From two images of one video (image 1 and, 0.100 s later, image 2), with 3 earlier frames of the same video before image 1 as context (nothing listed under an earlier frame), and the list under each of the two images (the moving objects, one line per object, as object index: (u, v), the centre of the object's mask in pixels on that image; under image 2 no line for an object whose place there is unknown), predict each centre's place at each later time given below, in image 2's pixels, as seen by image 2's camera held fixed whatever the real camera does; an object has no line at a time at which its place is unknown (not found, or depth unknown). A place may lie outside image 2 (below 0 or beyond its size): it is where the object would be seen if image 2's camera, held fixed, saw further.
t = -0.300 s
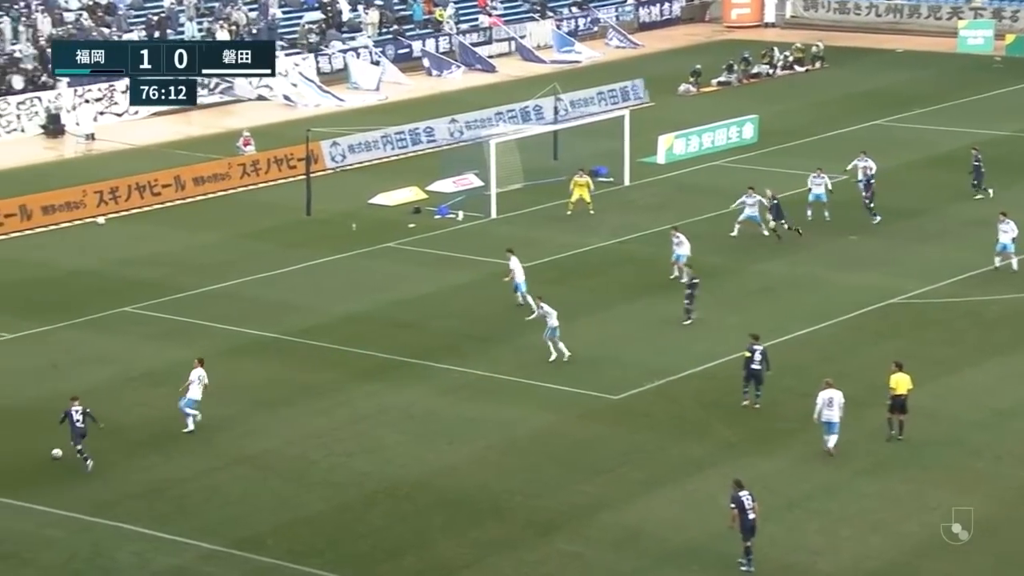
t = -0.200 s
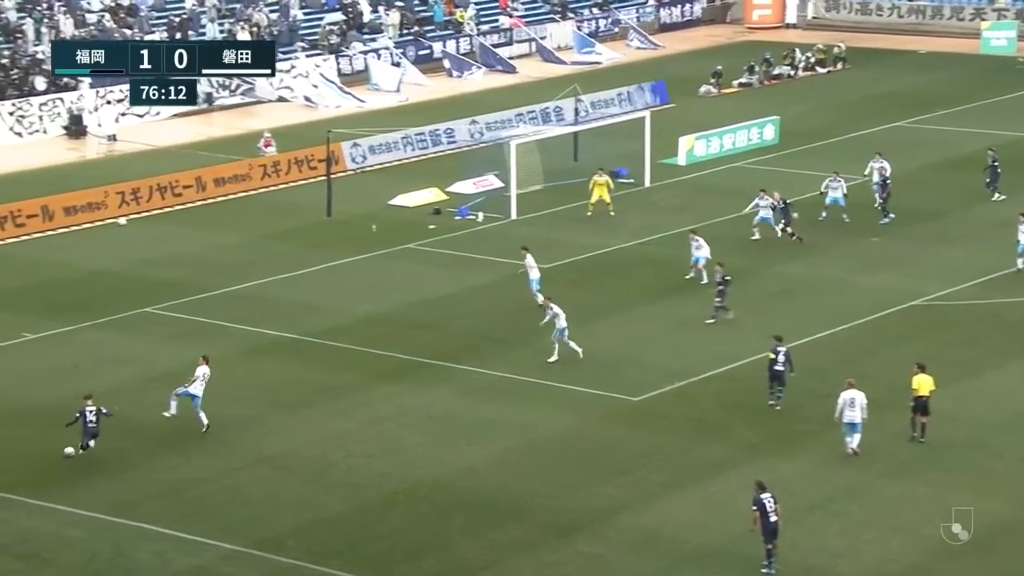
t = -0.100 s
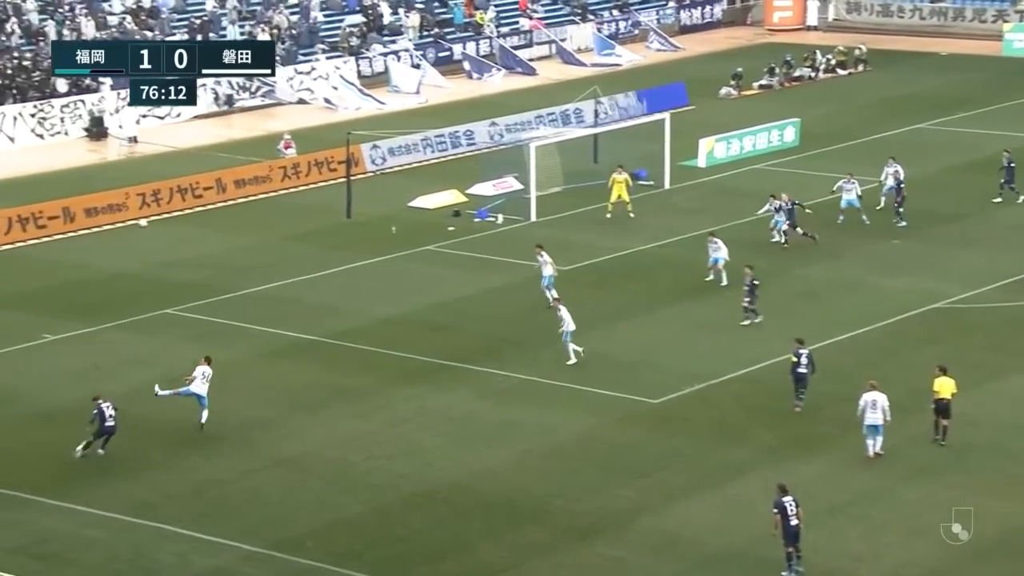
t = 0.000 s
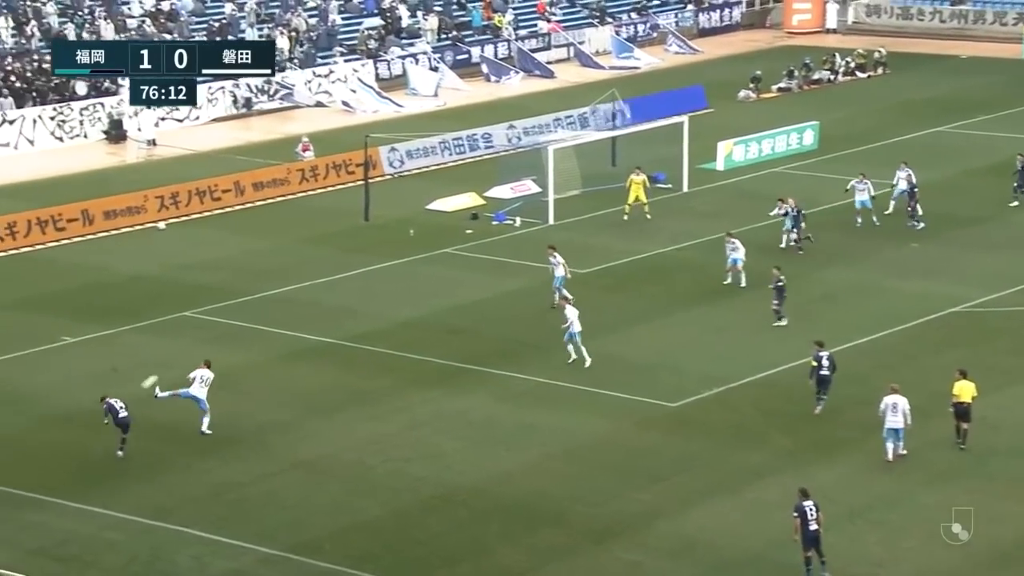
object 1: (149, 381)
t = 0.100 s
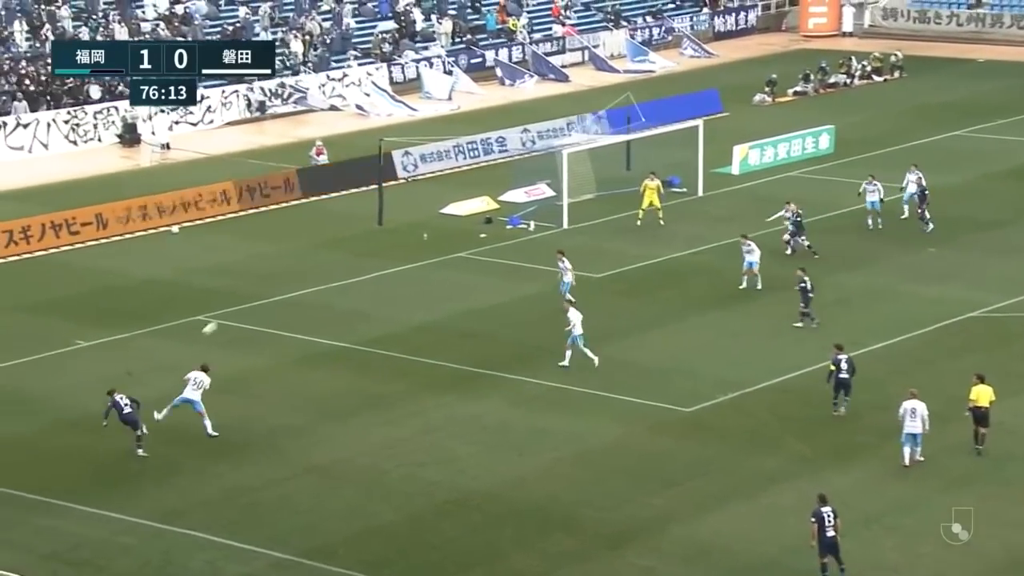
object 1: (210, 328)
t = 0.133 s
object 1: (225, 311)
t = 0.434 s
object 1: (354, 199)
